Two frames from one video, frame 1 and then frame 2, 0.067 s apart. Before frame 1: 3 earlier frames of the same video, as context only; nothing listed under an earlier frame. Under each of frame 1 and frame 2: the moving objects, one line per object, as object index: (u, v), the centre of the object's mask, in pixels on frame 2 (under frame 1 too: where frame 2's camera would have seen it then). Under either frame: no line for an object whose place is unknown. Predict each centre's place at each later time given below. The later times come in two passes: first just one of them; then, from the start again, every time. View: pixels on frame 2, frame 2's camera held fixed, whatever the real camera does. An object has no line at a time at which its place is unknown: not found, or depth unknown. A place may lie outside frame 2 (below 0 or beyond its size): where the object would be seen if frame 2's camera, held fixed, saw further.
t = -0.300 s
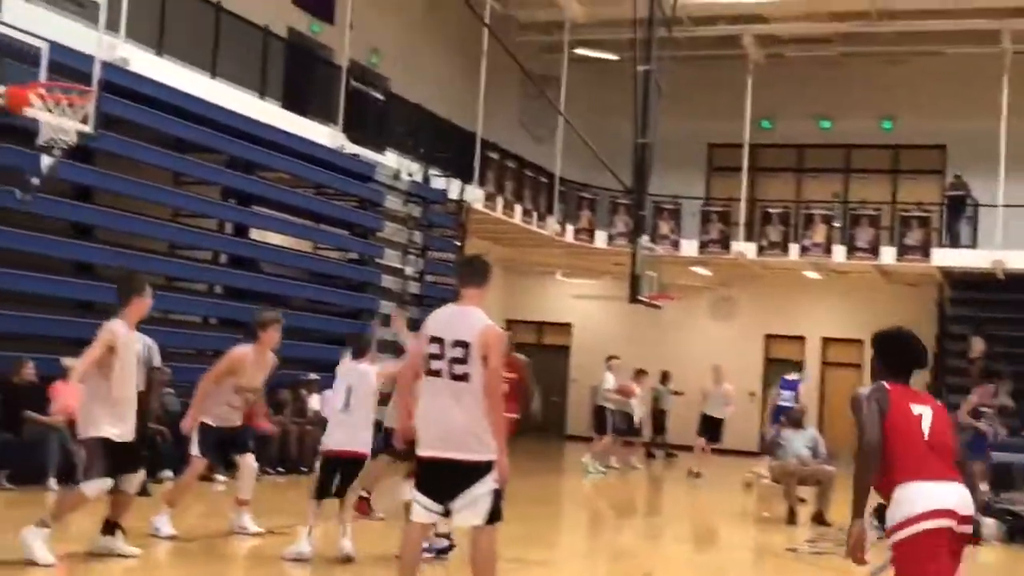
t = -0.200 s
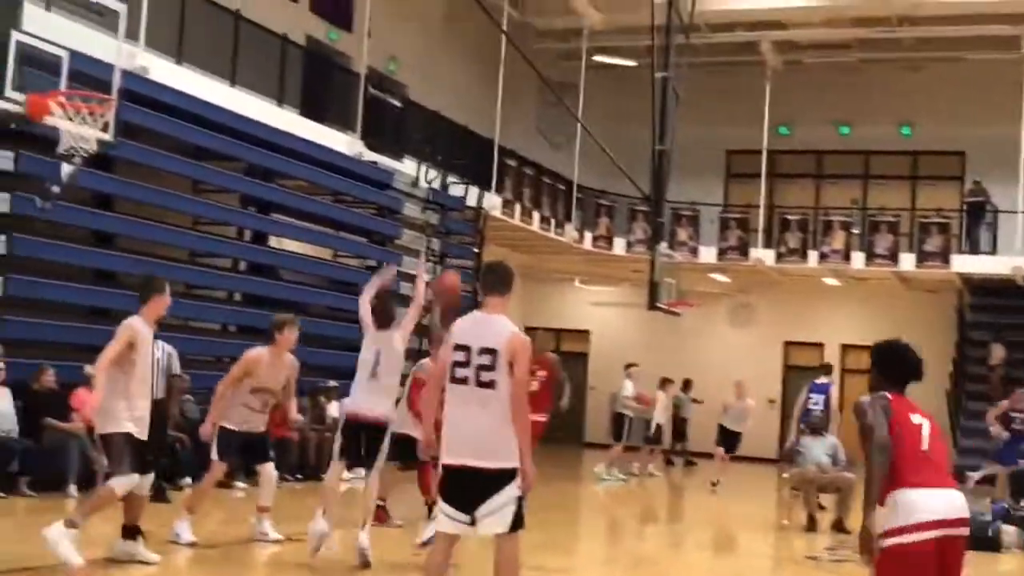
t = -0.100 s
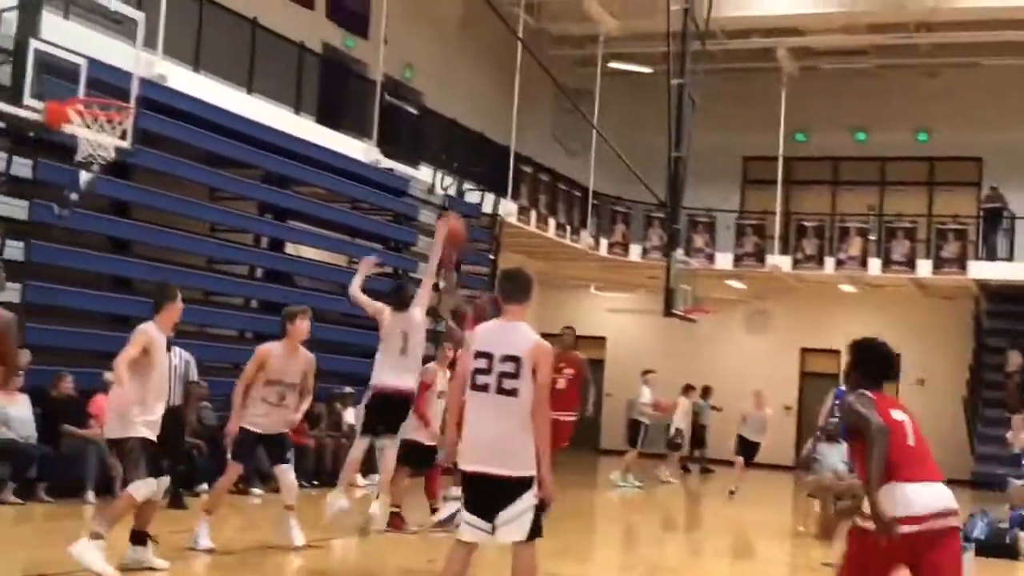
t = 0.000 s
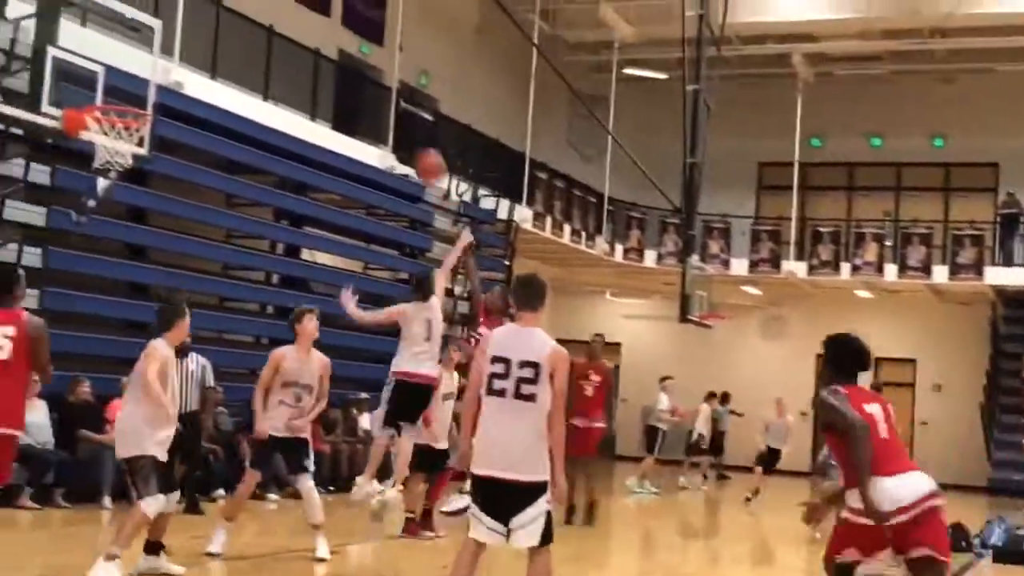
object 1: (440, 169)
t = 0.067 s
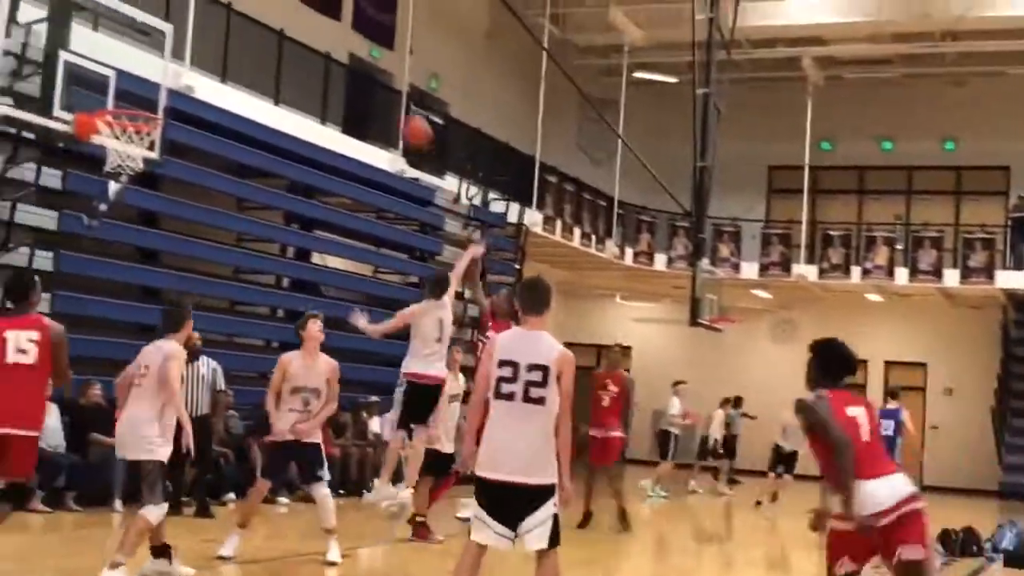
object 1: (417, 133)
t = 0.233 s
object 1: (352, 61)
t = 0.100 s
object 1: (403, 114)
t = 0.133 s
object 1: (389, 100)
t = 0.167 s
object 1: (378, 86)
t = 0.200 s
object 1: (365, 73)
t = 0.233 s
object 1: (352, 61)
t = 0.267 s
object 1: (337, 50)
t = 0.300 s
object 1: (324, 41)
